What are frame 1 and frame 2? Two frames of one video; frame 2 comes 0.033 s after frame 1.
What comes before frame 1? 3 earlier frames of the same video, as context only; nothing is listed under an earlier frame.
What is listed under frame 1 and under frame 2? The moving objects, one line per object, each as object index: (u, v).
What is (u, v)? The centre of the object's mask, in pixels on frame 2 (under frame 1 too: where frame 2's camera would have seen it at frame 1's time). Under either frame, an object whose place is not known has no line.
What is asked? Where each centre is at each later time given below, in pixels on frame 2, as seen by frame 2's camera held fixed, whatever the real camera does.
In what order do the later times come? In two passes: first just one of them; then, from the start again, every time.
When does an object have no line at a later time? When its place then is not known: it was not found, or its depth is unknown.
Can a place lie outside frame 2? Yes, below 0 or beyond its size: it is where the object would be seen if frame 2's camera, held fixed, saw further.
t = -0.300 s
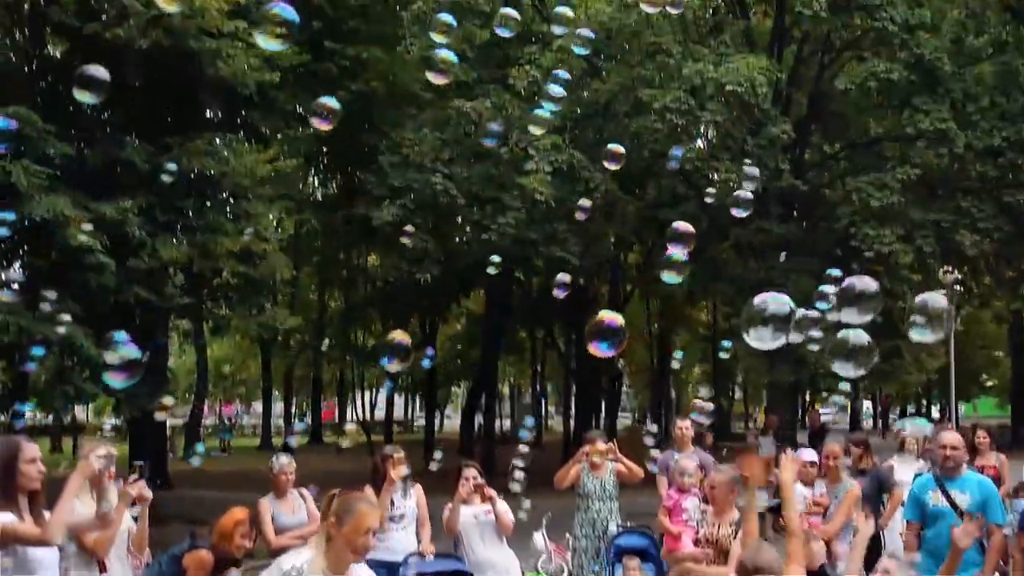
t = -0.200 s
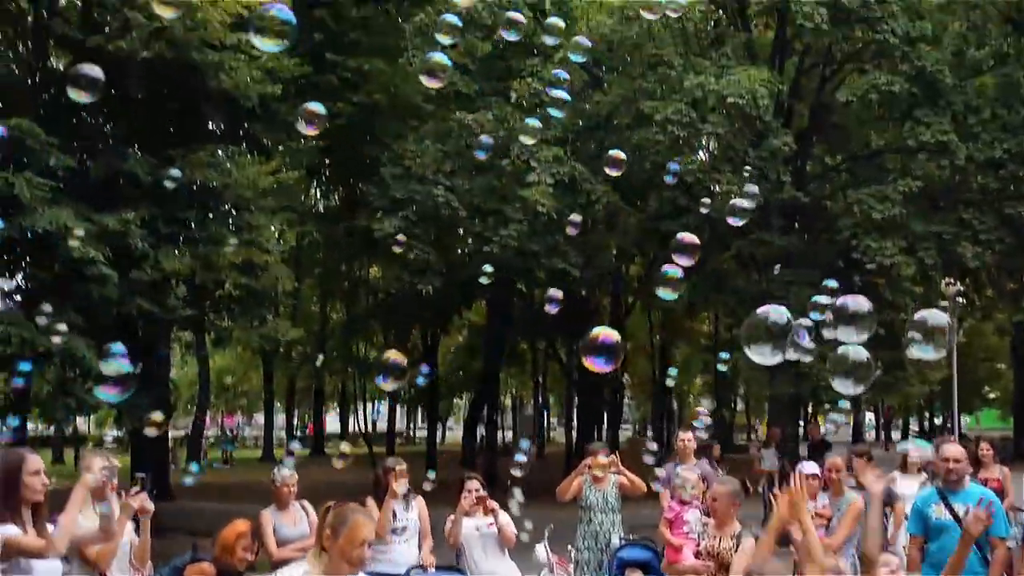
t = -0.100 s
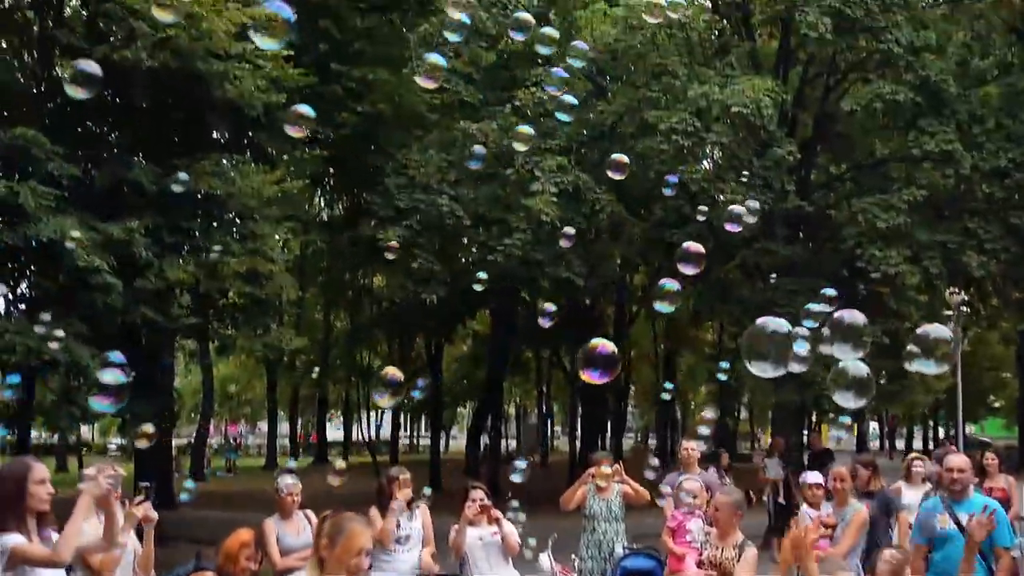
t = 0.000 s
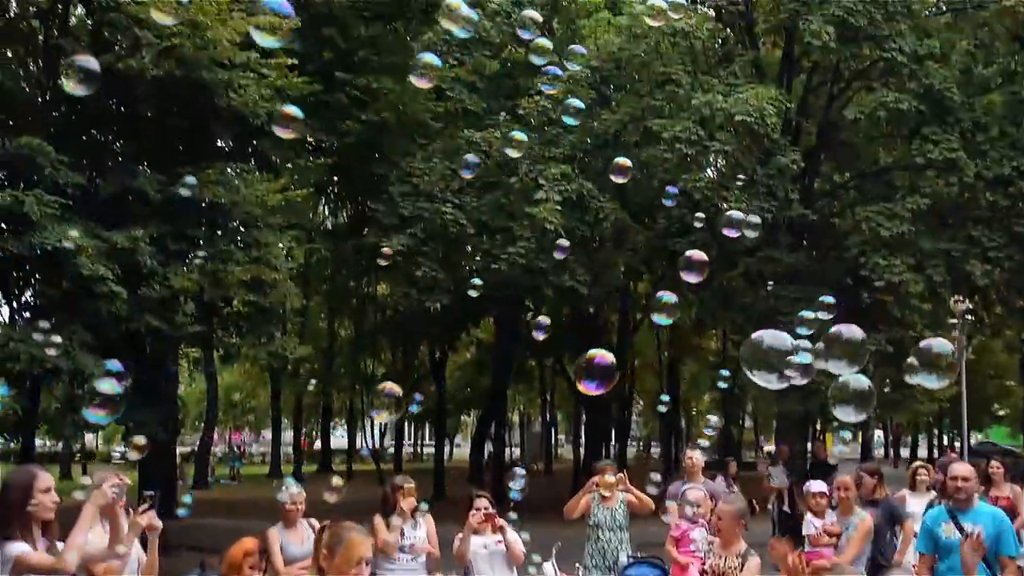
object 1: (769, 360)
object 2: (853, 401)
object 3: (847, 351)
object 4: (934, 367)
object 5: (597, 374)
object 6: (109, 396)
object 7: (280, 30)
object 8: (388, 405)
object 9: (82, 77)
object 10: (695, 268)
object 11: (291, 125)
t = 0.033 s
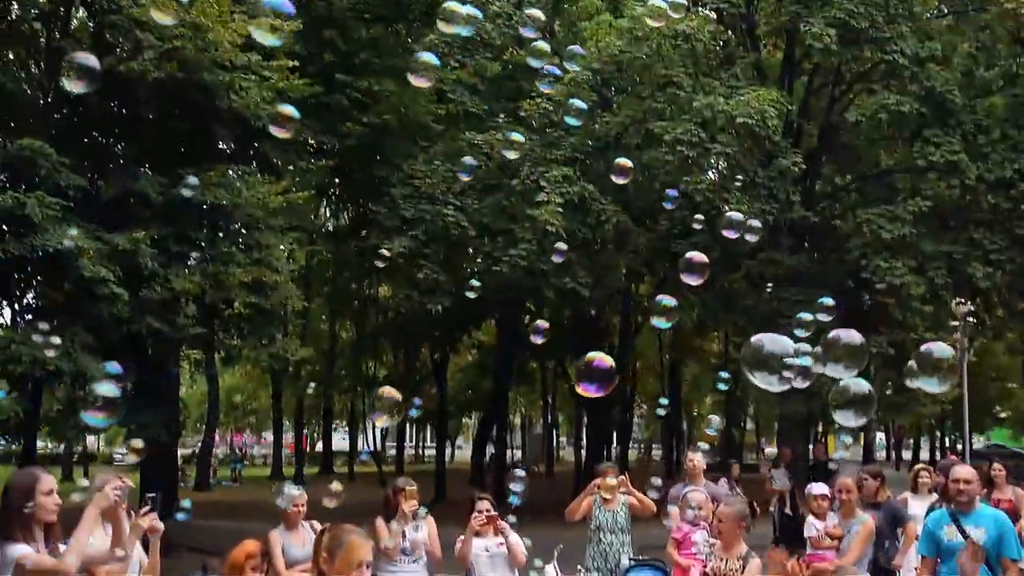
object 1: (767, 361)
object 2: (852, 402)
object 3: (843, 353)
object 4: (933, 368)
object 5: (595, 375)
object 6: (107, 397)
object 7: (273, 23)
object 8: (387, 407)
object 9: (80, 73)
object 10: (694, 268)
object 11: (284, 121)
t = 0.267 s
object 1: (763, 367)
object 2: (840, 416)
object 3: (823, 364)
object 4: (925, 381)
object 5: (576, 375)
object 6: (81, 401)
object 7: (264, 0)
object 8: (375, 422)
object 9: (67, 39)
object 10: (678, 268)
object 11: (248, 100)
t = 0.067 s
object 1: (768, 362)
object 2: (851, 403)
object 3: (841, 354)
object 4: (932, 370)
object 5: (593, 375)
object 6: (105, 396)
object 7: (270, 18)
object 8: (385, 409)
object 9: (78, 67)
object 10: (693, 268)
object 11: (279, 118)
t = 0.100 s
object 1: (766, 363)
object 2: (849, 406)
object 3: (837, 357)
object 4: (930, 372)
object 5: (591, 376)
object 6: (99, 399)
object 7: (267, 15)
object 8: (383, 412)
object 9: (76, 63)
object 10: (691, 268)
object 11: (274, 116)
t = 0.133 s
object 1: (765, 364)
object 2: (847, 408)
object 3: (835, 359)
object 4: (929, 374)
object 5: (589, 376)
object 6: (95, 399)
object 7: (265, 12)
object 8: (381, 414)
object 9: (73, 59)
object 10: (689, 268)
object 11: (269, 113)
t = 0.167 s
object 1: (764, 365)
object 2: (846, 409)
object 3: (831, 360)
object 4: (928, 375)
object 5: (586, 376)
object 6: (88, 399)
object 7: (265, 10)
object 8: (379, 416)
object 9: (71, 53)
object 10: (687, 268)
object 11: (263, 109)
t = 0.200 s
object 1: (764, 366)
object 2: (844, 412)
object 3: (828, 361)
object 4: (927, 377)
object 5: (582, 376)
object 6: (86, 400)
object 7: (264, 5)
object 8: (378, 418)
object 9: (70, 49)
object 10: (685, 268)
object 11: (258, 106)
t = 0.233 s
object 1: (764, 367)
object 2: (841, 414)
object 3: (826, 363)
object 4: (926, 379)
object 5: (579, 376)
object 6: (78, 407)
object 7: (264, 3)
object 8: (377, 420)
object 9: (68, 44)
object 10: (681, 267)
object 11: (252, 103)
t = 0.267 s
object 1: (763, 367)
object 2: (840, 416)
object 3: (823, 364)
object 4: (925, 381)
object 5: (576, 375)
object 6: (81, 401)
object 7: (264, 0)
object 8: (375, 422)
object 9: (67, 39)
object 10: (678, 268)
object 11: (248, 100)
